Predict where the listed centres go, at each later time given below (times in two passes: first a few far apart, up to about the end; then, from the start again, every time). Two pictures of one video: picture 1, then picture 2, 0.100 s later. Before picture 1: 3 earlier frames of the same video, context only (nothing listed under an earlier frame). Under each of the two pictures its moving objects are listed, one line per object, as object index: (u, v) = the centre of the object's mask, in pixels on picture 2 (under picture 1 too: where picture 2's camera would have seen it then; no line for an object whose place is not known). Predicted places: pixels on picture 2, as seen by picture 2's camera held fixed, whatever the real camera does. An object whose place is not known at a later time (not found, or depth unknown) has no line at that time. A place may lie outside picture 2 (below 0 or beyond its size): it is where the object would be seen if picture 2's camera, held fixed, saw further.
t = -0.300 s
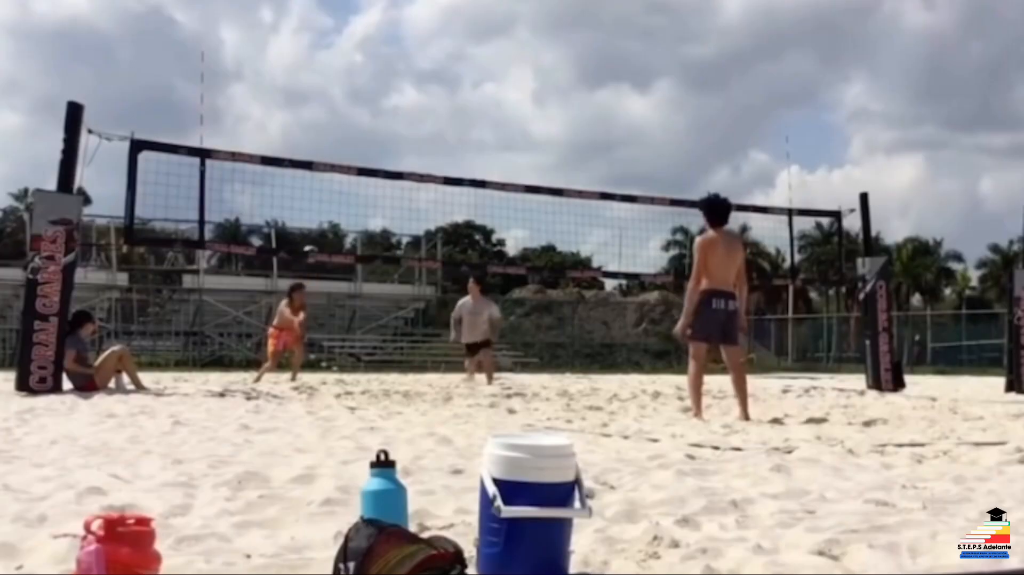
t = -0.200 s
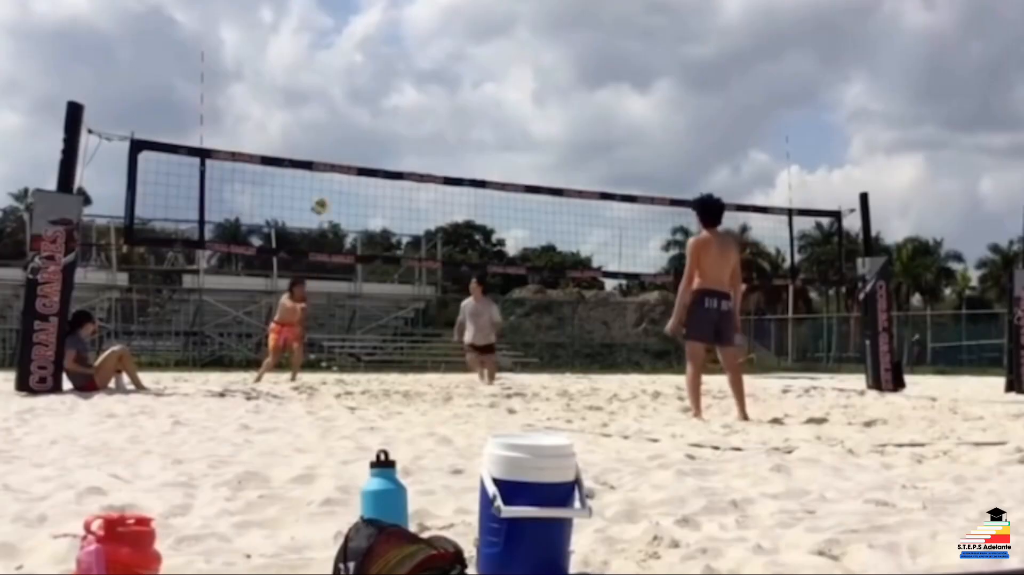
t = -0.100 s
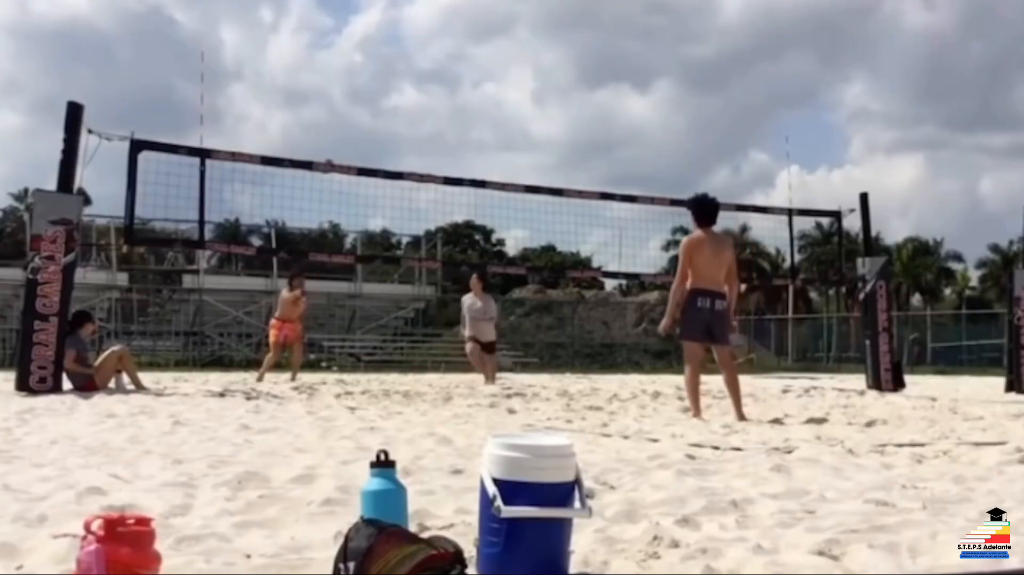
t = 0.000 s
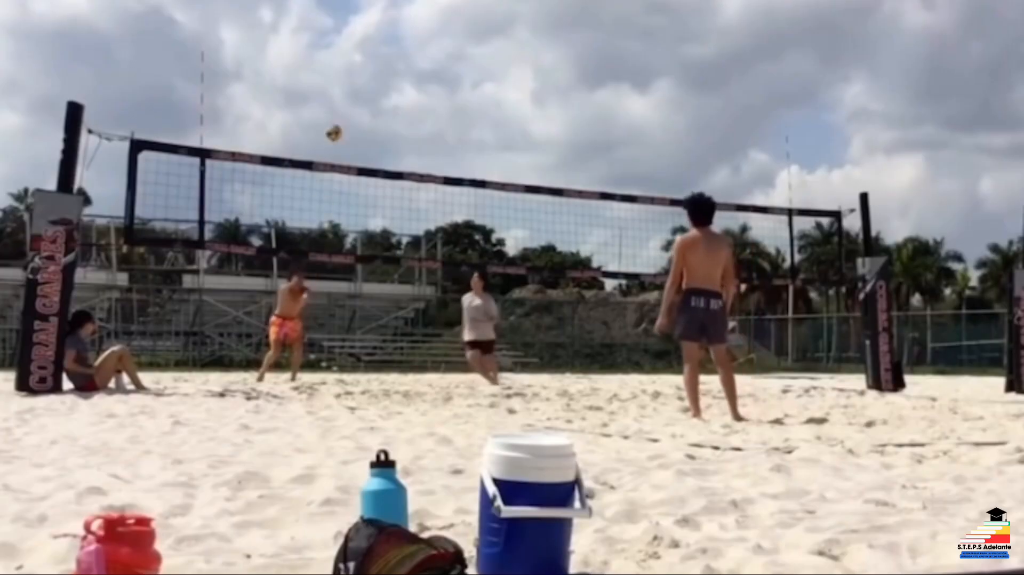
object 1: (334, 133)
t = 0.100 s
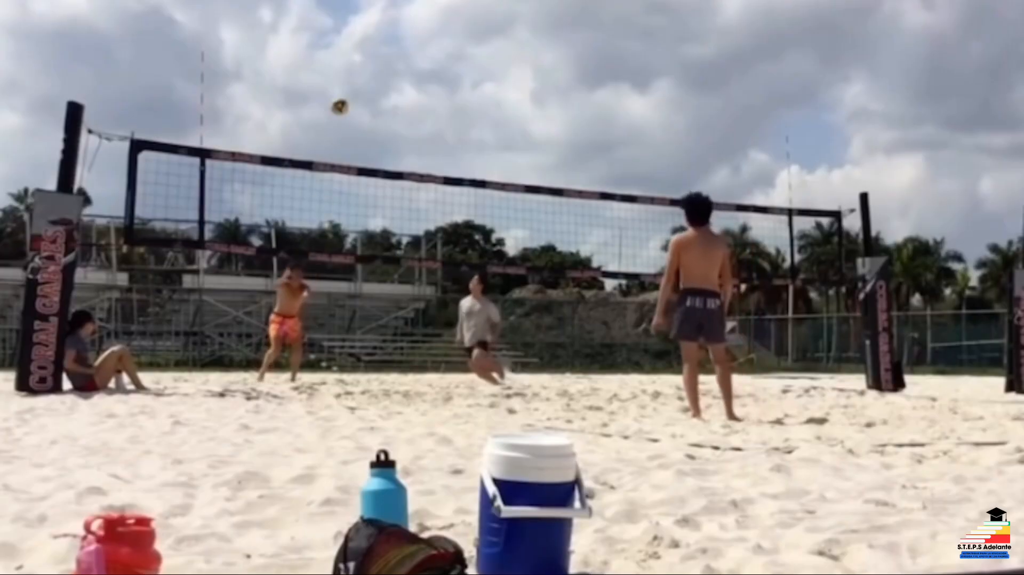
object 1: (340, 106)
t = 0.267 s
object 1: (348, 79)
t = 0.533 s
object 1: (359, 77)
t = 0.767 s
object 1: (366, 124)
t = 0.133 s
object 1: (341, 99)
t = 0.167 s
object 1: (343, 93)
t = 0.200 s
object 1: (345, 87)
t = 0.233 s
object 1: (347, 83)
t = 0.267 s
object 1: (348, 79)
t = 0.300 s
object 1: (350, 76)
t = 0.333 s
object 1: (352, 73)
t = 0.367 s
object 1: (353, 72)
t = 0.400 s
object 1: (355, 71)
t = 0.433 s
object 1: (356, 72)
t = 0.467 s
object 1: (357, 73)
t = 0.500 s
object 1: (359, 75)
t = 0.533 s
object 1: (359, 77)
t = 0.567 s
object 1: (361, 81)
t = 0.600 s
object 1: (362, 86)
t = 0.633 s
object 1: (363, 92)
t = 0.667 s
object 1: (364, 98)
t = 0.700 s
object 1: (365, 106)
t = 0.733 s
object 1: (366, 114)
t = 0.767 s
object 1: (366, 124)
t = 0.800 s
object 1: (367, 133)
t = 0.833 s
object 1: (367, 144)
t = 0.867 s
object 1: (367, 157)
